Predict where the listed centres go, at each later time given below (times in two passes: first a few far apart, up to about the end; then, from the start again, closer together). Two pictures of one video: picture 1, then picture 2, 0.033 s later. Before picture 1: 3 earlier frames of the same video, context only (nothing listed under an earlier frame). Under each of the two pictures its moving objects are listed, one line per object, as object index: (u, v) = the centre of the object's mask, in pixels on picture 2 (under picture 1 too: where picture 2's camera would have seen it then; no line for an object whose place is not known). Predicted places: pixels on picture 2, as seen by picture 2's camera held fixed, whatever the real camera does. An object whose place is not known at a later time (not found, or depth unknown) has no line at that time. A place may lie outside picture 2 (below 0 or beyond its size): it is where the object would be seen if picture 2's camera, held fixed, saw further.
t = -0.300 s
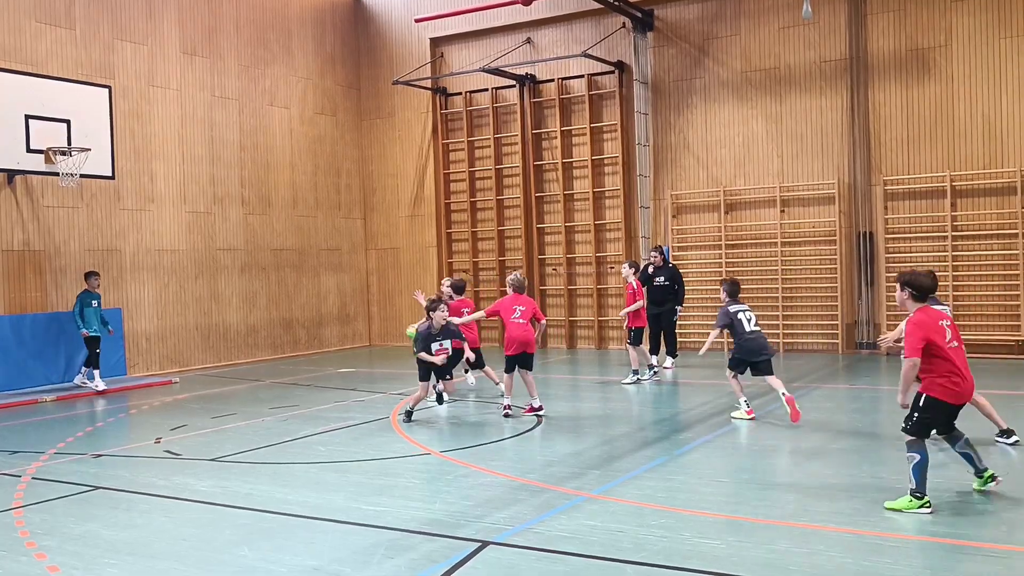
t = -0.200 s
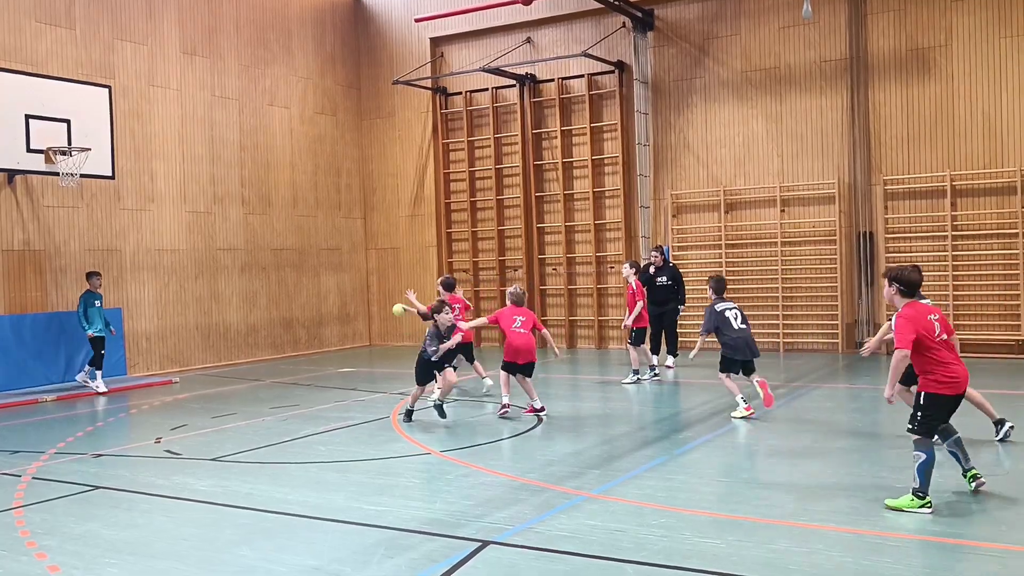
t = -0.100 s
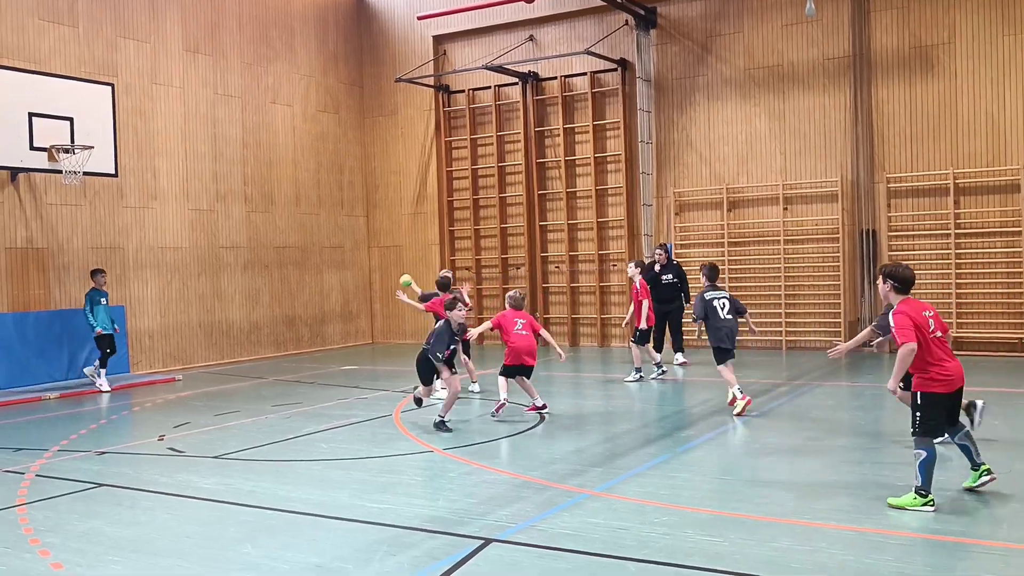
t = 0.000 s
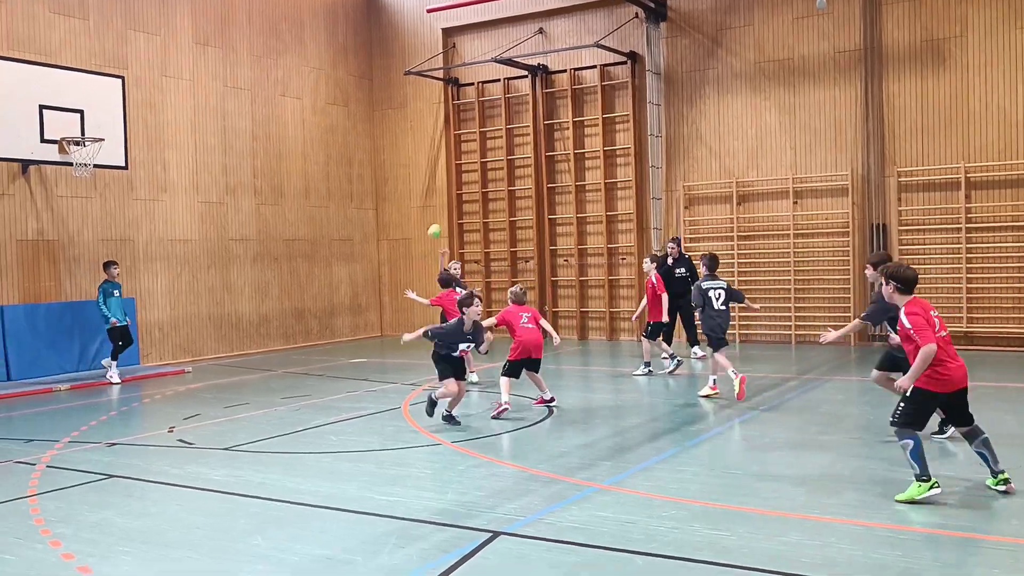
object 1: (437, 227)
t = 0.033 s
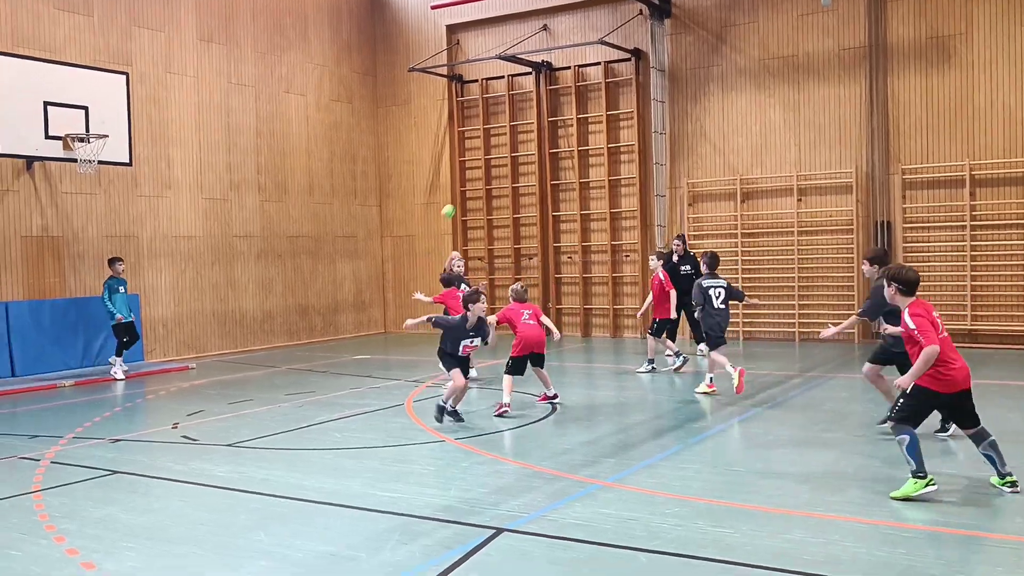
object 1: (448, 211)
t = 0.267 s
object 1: (528, 111)
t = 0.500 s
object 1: (628, 43)
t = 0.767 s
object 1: (770, 26)
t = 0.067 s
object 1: (458, 195)
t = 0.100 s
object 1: (468, 179)
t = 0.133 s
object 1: (479, 164)
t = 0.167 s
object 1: (490, 150)
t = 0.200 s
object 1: (503, 136)
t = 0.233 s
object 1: (515, 123)
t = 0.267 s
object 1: (528, 111)
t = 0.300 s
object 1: (542, 99)
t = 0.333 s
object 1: (555, 87)
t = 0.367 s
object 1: (569, 77)
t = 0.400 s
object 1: (583, 67)
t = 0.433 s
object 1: (597, 58)
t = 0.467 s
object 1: (612, 49)
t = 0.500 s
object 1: (628, 43)
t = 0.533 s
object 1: (644, 37)
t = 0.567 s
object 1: (660, 32)
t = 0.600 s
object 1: (678, 28)
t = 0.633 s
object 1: (695, 25)
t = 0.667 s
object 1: (714, 24)
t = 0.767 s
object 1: (770, 26)
